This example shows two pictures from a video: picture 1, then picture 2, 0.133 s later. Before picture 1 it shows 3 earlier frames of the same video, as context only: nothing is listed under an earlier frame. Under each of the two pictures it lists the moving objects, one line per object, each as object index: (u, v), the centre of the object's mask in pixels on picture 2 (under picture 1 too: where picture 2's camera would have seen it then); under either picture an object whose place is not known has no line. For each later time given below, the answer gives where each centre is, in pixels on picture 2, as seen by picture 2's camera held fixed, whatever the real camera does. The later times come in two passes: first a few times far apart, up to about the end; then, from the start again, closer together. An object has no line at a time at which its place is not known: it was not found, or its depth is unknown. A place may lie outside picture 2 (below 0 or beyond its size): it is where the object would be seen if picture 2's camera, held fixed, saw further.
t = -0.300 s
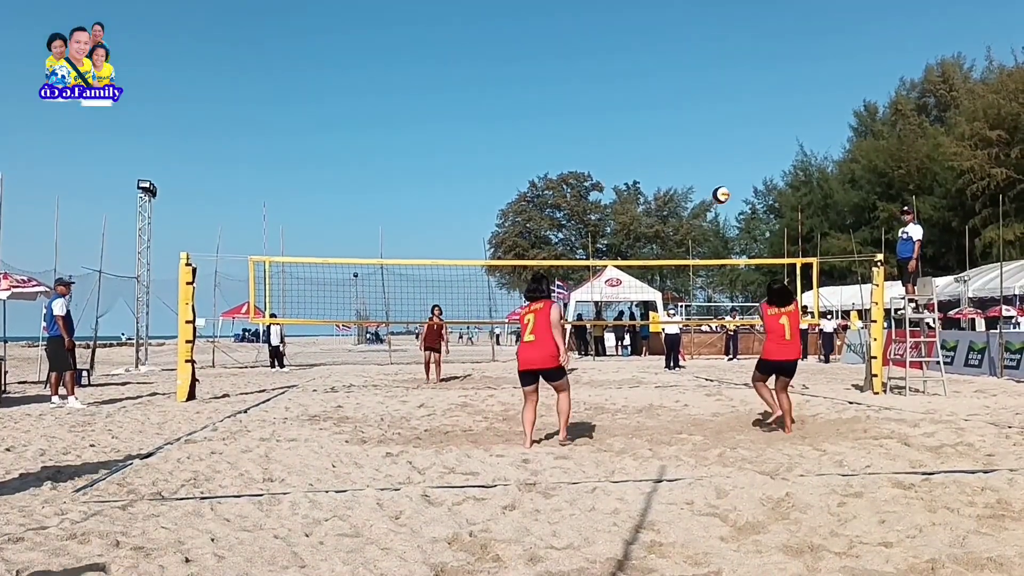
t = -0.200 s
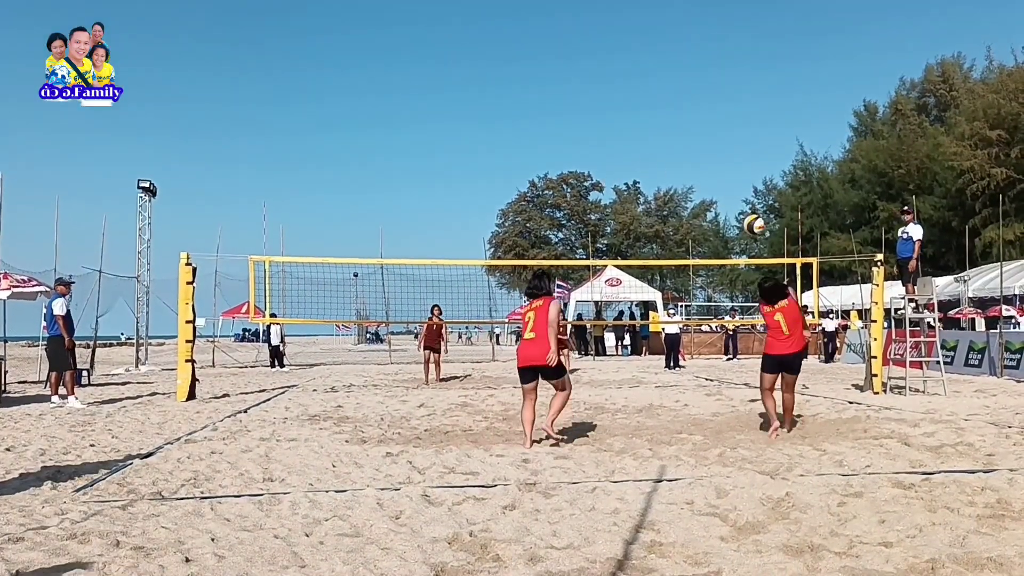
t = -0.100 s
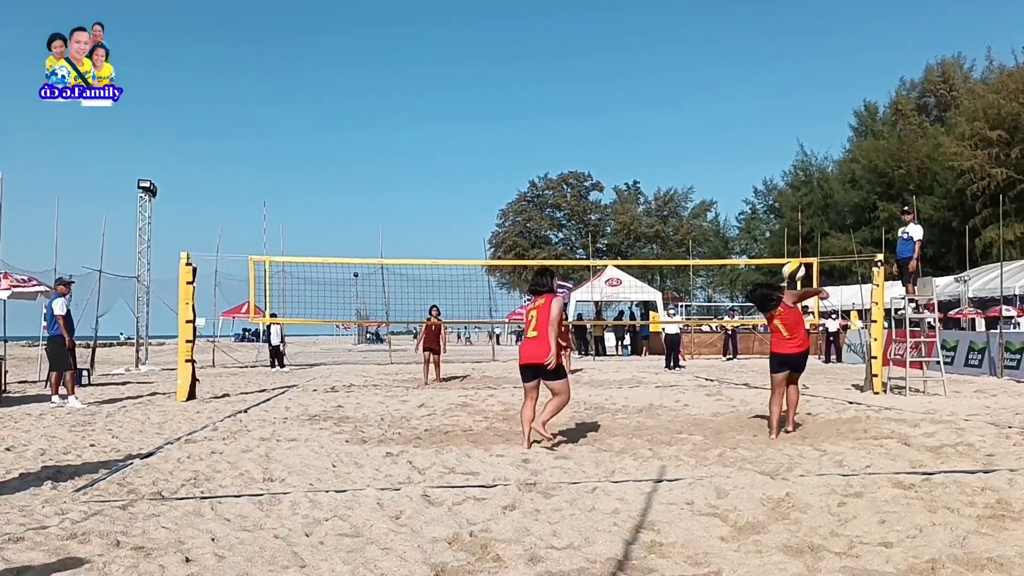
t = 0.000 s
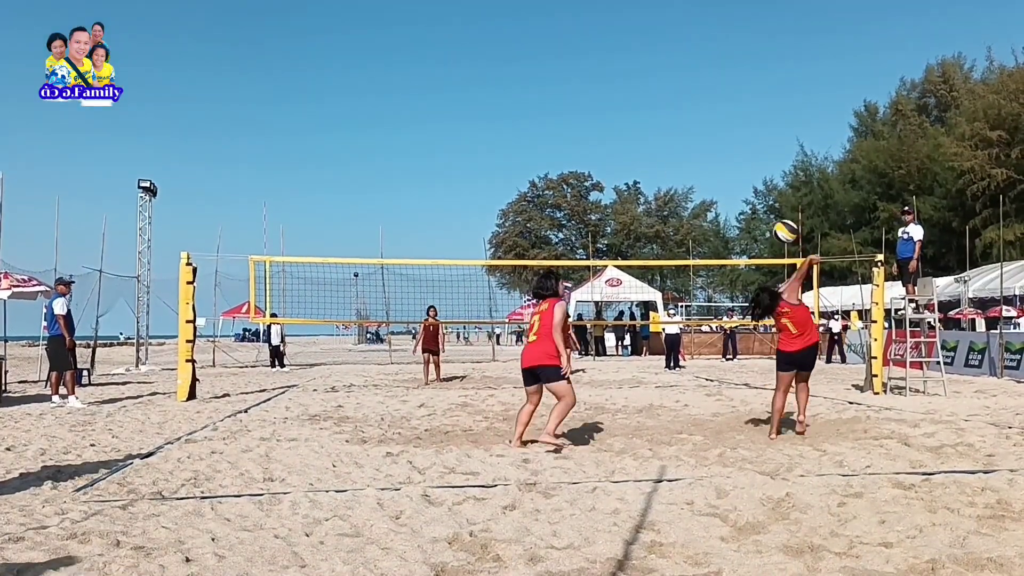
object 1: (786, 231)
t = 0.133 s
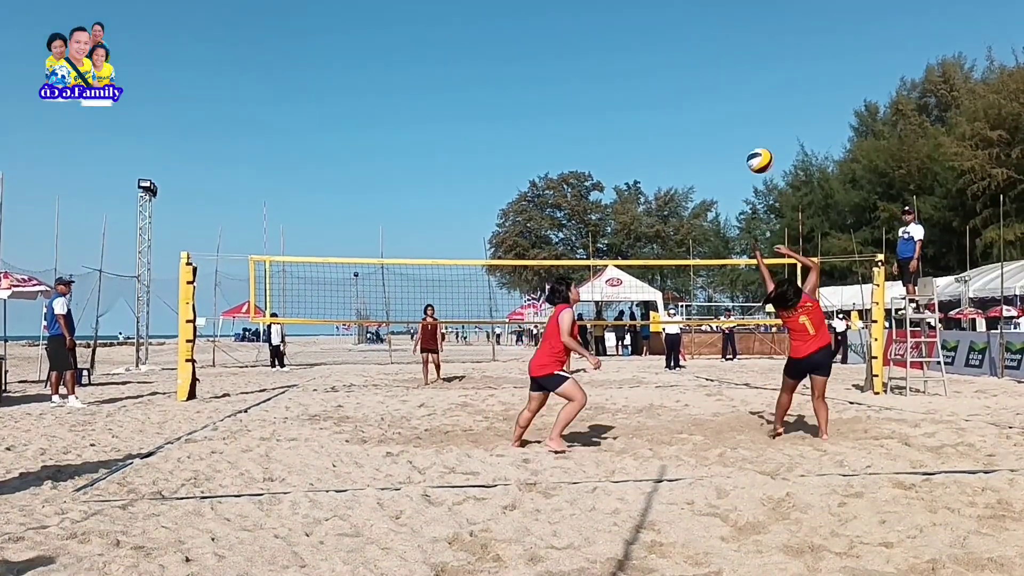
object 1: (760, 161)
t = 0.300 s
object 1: (726, 85)
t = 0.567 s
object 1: (660, 10)
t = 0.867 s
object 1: (540, 44)
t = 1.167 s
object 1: (254, 530)
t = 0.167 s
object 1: (753, 144)
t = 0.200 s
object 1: (747, 128)
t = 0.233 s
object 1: (740, 113)
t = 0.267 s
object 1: (733, 99)
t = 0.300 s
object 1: (726, 85)
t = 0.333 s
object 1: (718, 72)
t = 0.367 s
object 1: (711, 59)
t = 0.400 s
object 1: (704, 47)
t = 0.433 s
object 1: (695, 37)
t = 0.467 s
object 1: (688, 27)
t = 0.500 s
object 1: (679, 19)
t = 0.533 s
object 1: (669, 13)
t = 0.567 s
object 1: (660, 10)
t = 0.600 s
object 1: (650, 8)
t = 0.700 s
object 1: (616, 8)
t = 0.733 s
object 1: (602, 10)
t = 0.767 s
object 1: (588, 13)
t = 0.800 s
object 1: (573, 18)
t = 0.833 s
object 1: (557, 27)
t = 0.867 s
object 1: (540, 44)
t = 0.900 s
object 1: (521, 64)
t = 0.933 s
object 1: (499, 90)
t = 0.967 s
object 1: (477, 121)
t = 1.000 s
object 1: (451, 159)
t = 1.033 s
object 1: (422, 207)
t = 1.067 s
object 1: (389, 264)
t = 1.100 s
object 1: (351, 335)
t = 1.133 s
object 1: (306, 423)
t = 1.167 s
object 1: (254, 530)
